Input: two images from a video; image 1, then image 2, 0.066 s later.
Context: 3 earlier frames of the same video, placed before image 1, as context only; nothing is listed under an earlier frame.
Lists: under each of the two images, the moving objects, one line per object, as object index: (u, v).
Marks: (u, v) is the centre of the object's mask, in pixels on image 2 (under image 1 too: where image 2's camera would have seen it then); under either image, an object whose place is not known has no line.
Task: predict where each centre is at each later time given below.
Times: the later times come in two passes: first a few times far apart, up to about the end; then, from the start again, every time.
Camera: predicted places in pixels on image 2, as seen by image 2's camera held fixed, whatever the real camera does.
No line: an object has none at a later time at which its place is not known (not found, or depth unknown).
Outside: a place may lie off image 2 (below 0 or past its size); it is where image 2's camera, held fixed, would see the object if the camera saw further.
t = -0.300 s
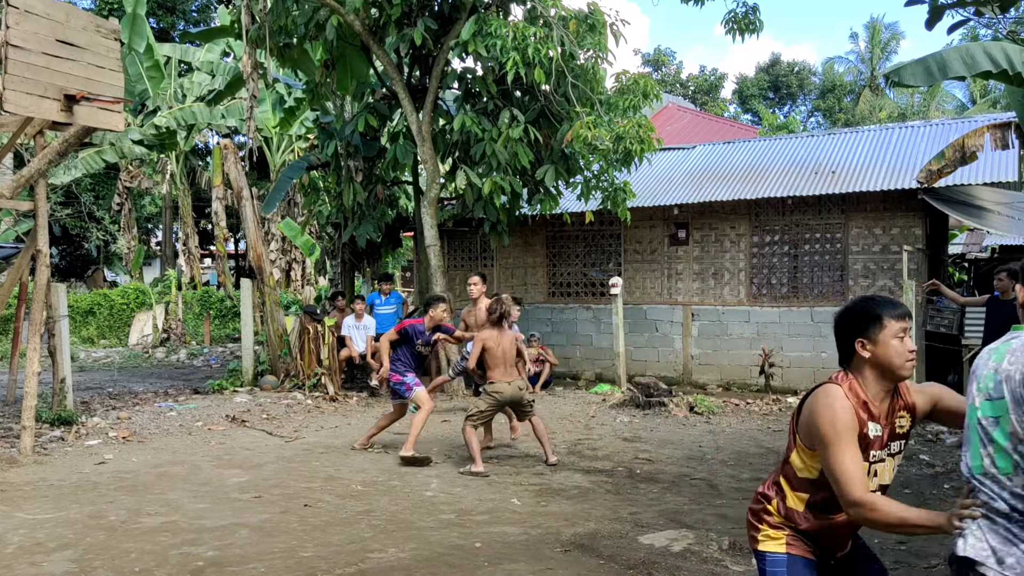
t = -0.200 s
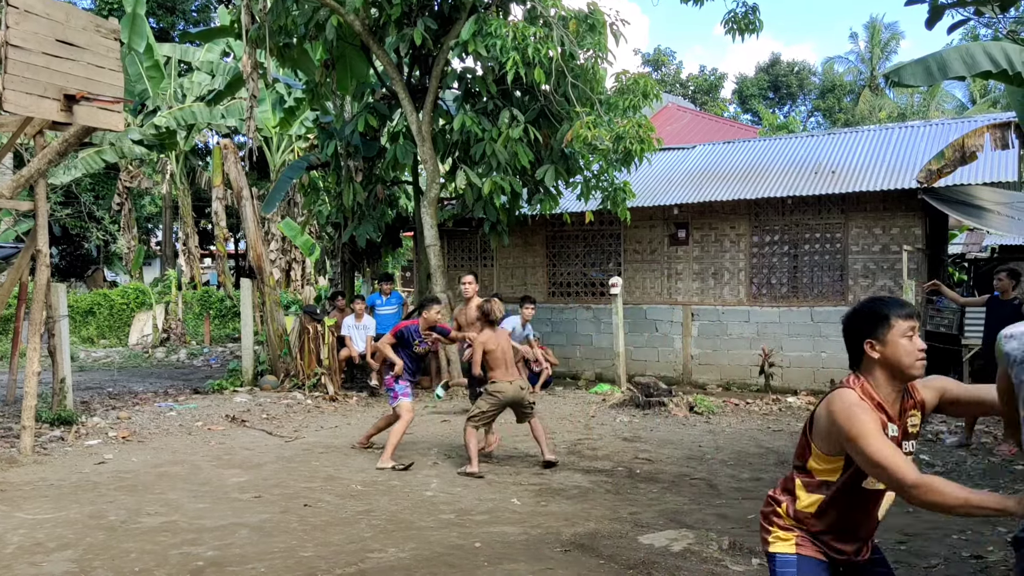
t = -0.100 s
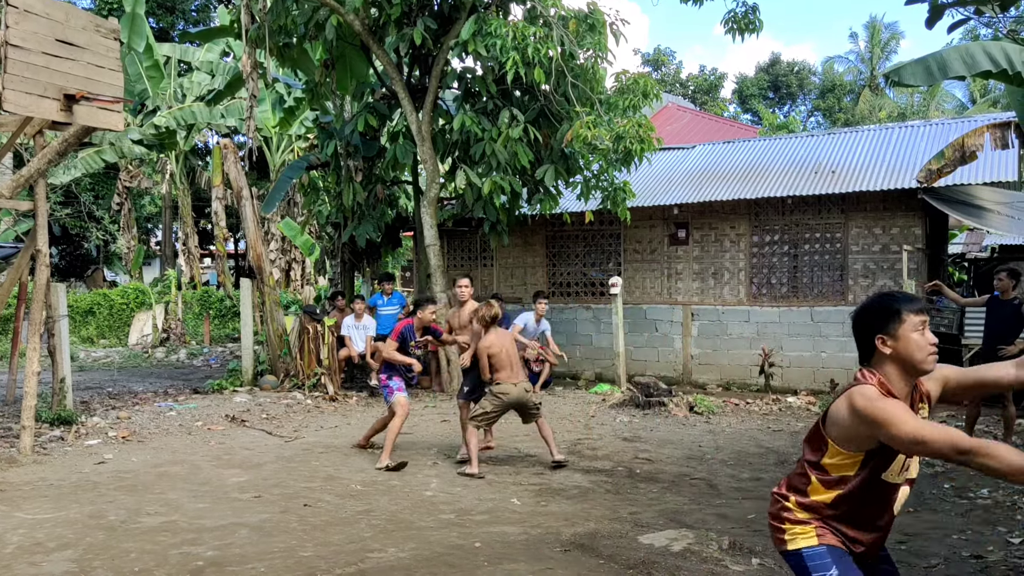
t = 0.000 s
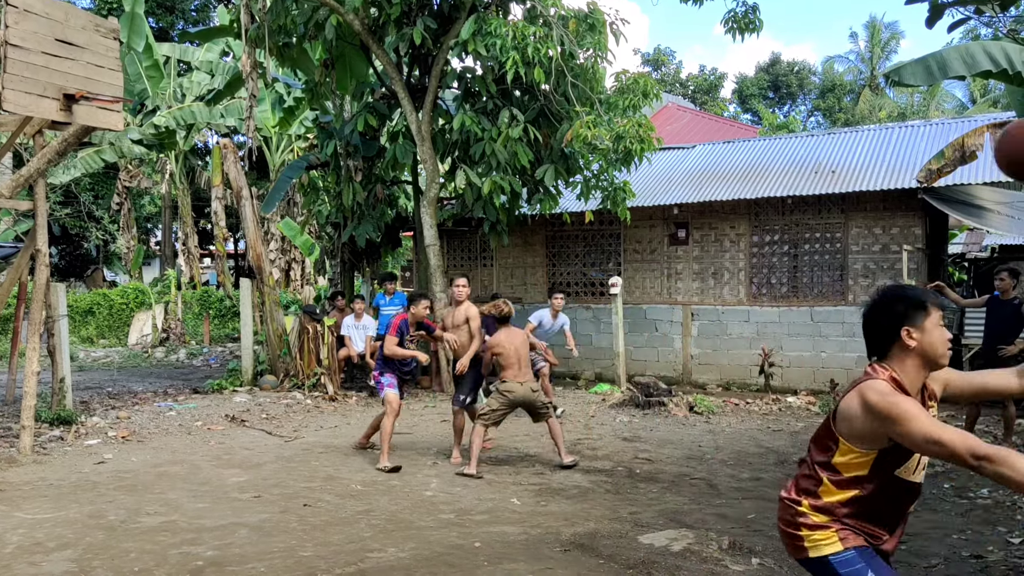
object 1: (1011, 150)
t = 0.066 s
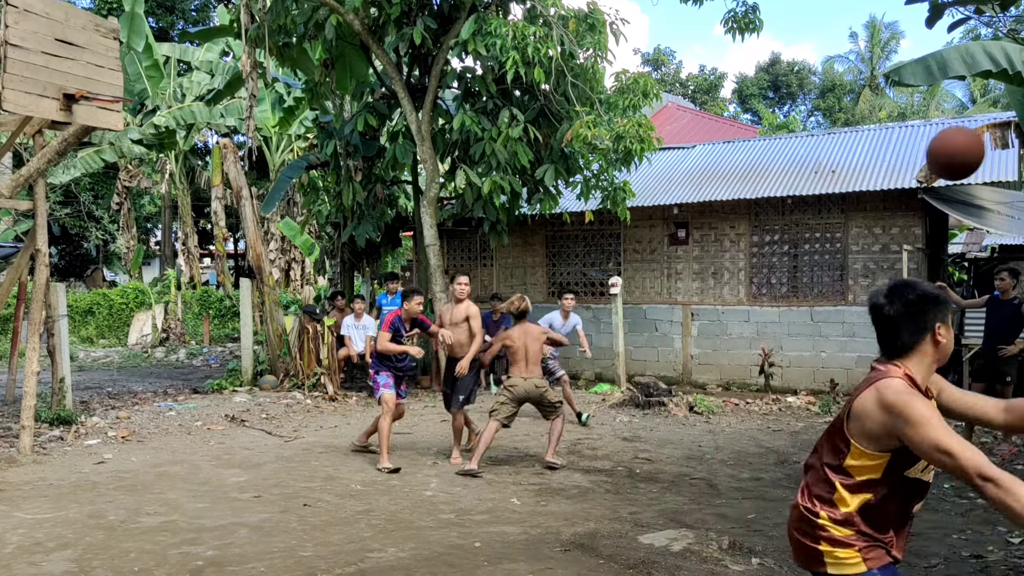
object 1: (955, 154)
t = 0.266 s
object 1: (824, 204)
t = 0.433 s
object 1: (762, 267)
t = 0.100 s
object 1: (927, 159)
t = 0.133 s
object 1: (900, 165)
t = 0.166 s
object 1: (877, 174)
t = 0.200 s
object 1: (857, 183)
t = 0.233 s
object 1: (840, 193)
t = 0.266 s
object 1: (824, 204)
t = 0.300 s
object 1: (809, 215)
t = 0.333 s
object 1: (796, 227)
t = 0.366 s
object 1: (784, 240)
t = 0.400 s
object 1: (773, 253)
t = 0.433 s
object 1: (762, 267)
